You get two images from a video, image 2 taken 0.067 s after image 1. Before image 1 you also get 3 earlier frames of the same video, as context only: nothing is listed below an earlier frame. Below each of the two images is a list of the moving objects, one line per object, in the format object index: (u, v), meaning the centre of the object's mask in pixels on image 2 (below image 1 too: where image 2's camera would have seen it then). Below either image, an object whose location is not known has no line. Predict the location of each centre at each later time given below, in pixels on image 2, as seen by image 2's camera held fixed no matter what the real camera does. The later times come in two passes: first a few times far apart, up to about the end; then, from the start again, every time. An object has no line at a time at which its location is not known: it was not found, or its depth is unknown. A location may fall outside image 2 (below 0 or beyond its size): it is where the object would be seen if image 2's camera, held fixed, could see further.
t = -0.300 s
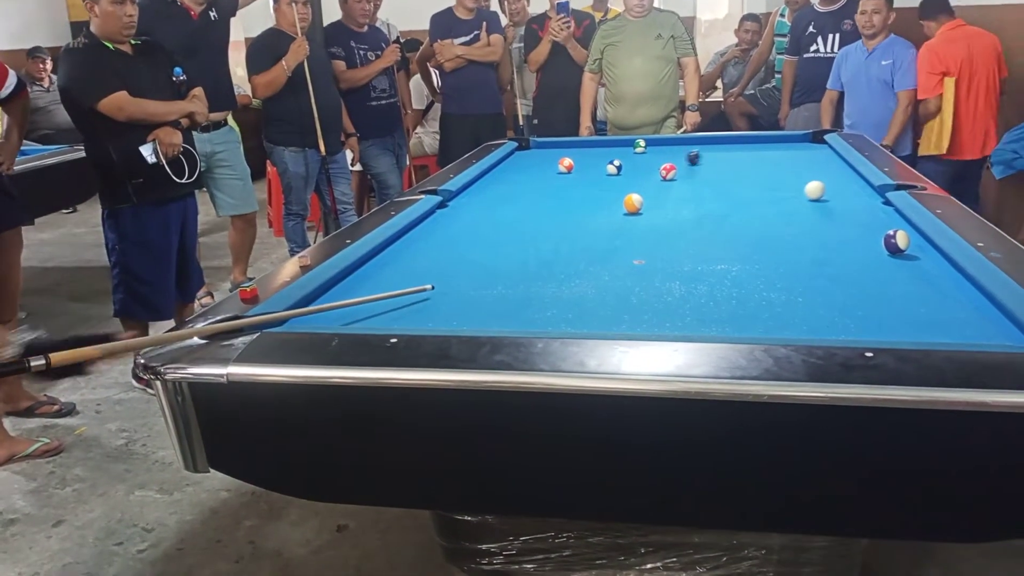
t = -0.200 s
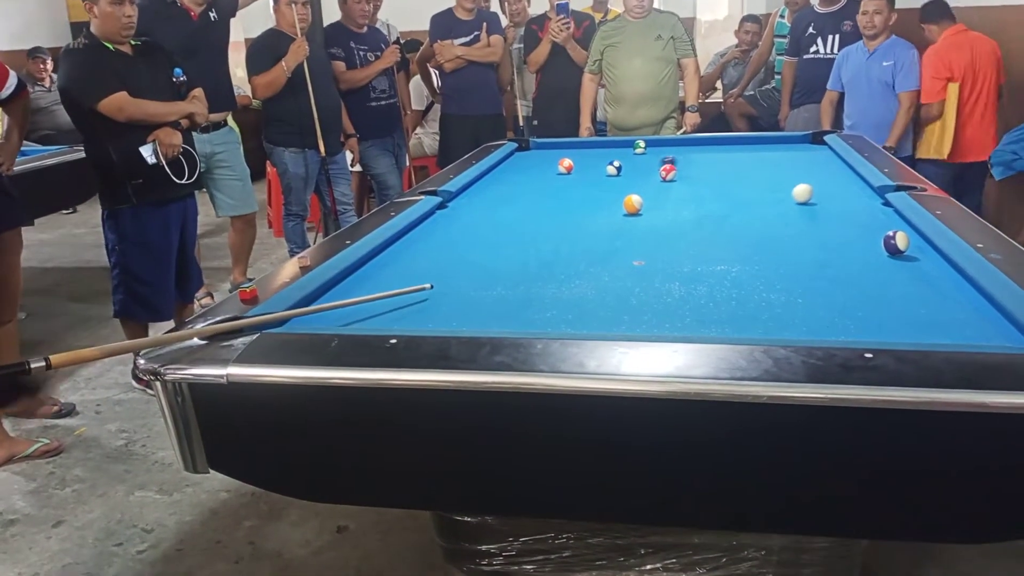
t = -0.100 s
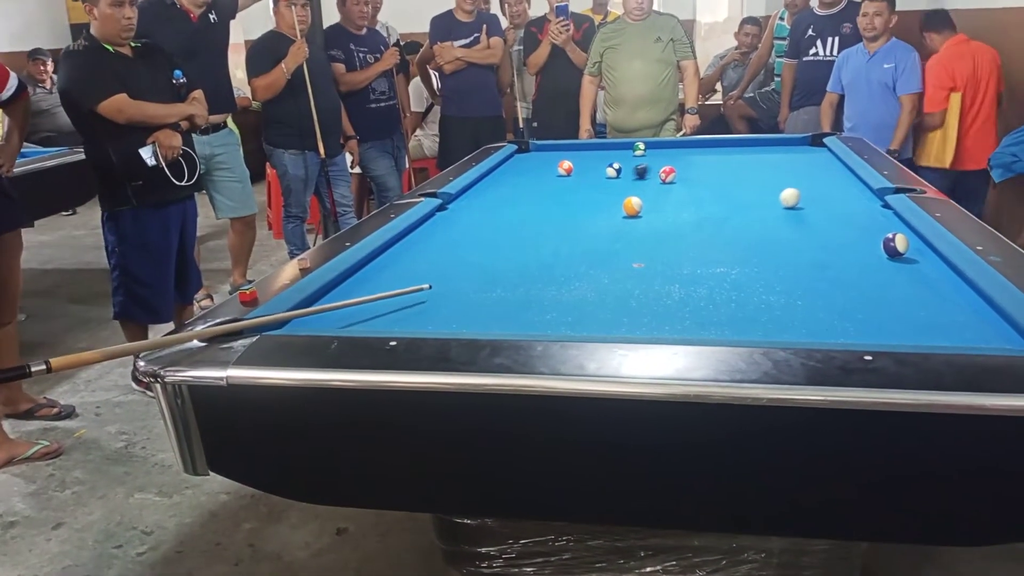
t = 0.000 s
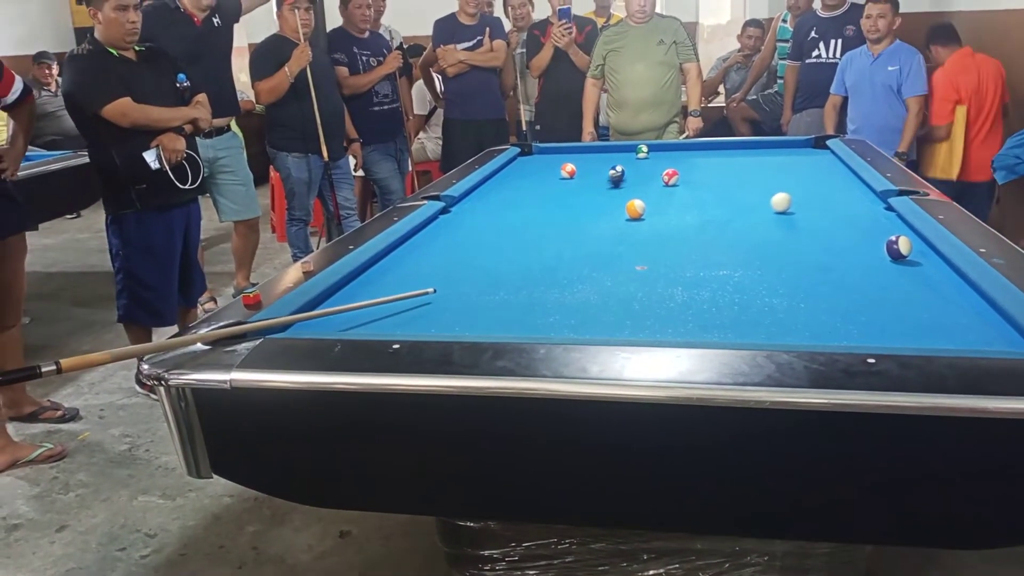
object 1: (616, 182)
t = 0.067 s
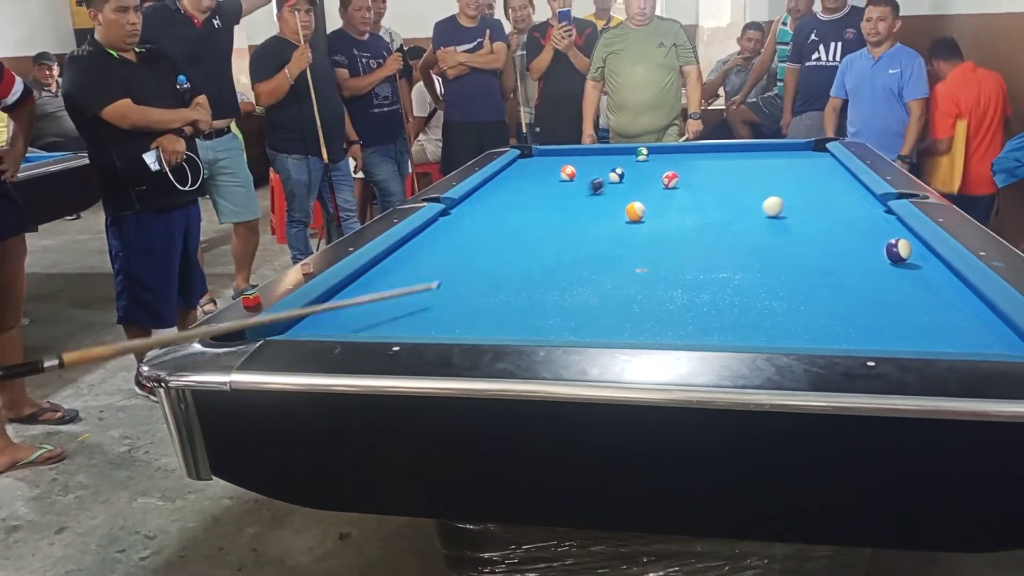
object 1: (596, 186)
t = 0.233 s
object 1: (546, 197)
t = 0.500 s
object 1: (456, 215)
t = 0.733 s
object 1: (462, 229)
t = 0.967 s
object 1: (489, 244)
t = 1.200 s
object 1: (519, 260)
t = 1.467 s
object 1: (561, 282)
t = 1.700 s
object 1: (604, 305)
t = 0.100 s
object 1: (587, 188)
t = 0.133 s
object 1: (577, 190)
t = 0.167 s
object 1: (567, 193)
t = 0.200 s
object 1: (556, 194)
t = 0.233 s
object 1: (546, 197)
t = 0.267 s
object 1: (535, 199)
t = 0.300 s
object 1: (524, 201)
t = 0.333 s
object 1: (514, 203)
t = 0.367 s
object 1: (503, 205)
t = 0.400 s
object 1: (491, 208)
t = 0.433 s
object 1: (479, 210)
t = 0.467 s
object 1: (468, 213)
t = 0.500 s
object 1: (456, 215)
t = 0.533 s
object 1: (444, 218)
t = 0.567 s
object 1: (445, 219)
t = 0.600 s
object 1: (449, 221)
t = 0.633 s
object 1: (451, 222)
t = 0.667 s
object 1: (455, 225)
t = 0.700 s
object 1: (459, 227)
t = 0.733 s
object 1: (462, 229)
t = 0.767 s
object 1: (466, 231)
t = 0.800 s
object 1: (469, 233)
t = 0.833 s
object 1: (473, 235)
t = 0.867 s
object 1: (477, 237)
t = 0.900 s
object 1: (481, 239)
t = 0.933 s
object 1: (485, 241)
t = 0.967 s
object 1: (489, 244)
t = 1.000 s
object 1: (493, 246)
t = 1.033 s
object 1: (498, 249)
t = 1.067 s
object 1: (502, 251)
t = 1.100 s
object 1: (506, 253)
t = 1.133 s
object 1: (510, 255)
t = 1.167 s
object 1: (515, 258)
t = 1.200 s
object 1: (519, 260)
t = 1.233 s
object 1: (524, 263)
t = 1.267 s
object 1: (529, 265)
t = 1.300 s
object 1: (534, 268)
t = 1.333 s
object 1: (539, 271)
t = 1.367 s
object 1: (544, 273)
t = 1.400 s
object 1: (549, 276)
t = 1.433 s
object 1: (555, 279)
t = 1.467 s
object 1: (561, 282)
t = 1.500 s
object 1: (566, 285)
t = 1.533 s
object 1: (572, 288)
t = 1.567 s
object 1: (578, 291)
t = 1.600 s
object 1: (584, 294)
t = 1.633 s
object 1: (591, 298)
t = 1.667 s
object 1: (596, 301)
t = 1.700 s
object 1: (604, 305)
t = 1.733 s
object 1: (611, 308)
